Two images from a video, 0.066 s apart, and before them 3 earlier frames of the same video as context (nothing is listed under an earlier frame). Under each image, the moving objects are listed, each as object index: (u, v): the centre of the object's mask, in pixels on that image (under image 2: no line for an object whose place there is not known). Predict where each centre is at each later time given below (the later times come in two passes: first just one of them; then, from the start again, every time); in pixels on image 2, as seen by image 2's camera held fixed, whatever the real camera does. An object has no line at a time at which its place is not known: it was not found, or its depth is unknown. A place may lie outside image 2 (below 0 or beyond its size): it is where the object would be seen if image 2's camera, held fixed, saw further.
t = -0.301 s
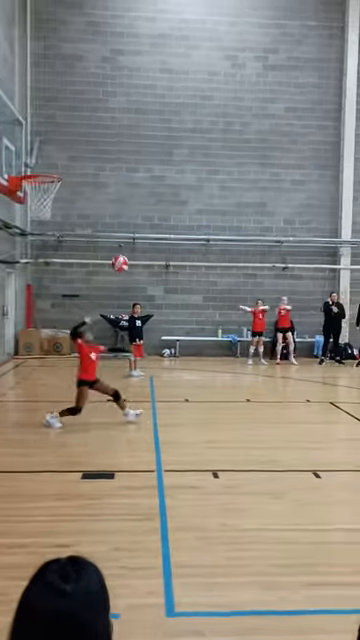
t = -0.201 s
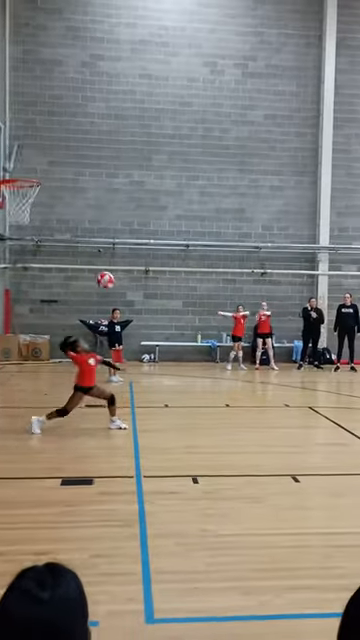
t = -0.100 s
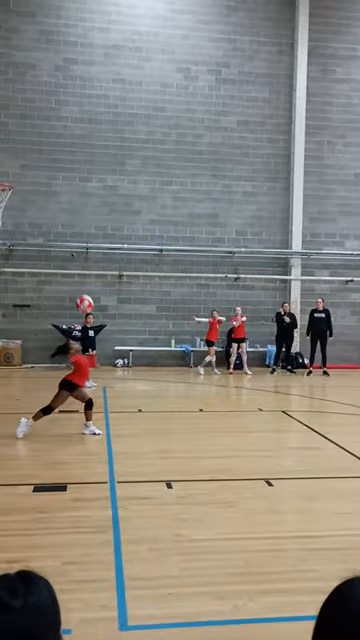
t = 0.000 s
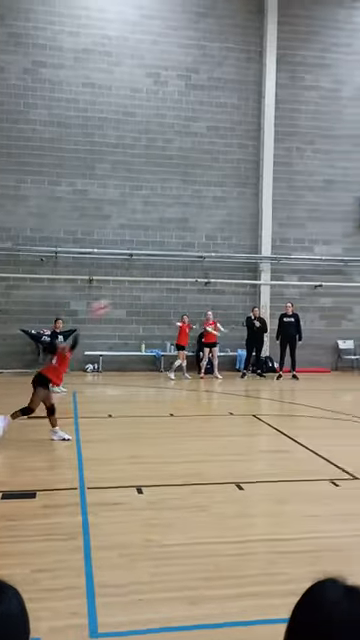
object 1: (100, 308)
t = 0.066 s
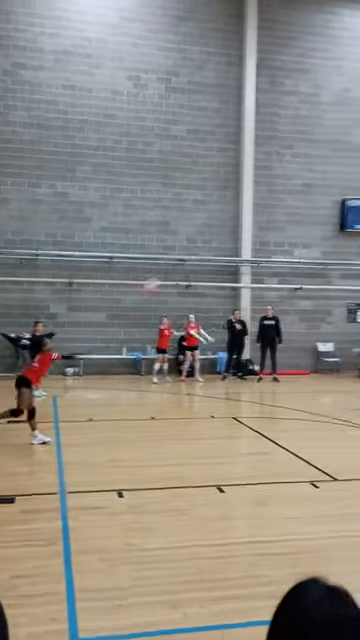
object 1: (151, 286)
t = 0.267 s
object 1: (322, 242)
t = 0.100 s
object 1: (182, 278)
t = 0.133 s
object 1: (212, 268)
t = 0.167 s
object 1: (243, 261)
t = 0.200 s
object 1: (269, 252)
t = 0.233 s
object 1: (296, 247)
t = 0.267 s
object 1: (322, 242)
